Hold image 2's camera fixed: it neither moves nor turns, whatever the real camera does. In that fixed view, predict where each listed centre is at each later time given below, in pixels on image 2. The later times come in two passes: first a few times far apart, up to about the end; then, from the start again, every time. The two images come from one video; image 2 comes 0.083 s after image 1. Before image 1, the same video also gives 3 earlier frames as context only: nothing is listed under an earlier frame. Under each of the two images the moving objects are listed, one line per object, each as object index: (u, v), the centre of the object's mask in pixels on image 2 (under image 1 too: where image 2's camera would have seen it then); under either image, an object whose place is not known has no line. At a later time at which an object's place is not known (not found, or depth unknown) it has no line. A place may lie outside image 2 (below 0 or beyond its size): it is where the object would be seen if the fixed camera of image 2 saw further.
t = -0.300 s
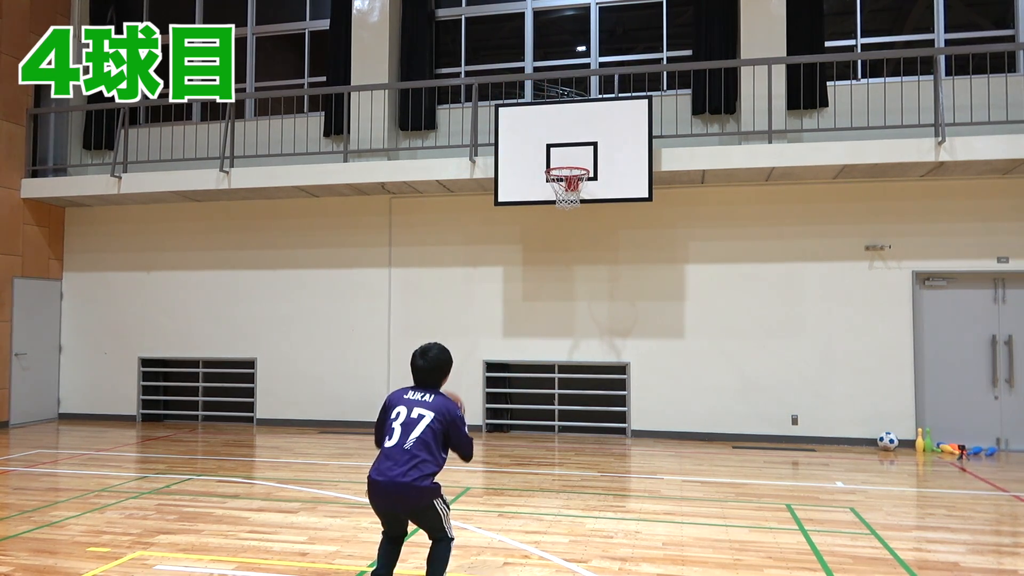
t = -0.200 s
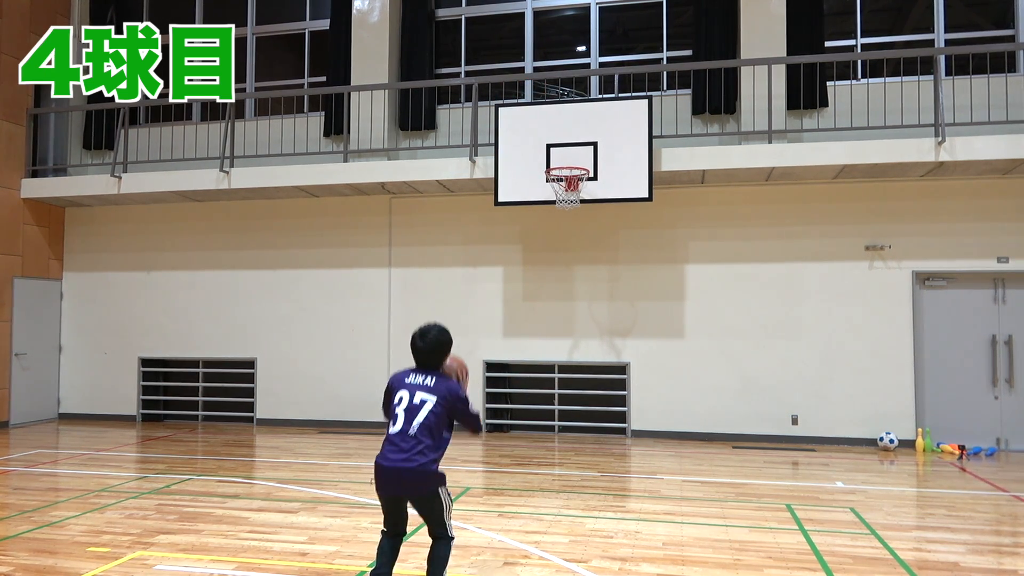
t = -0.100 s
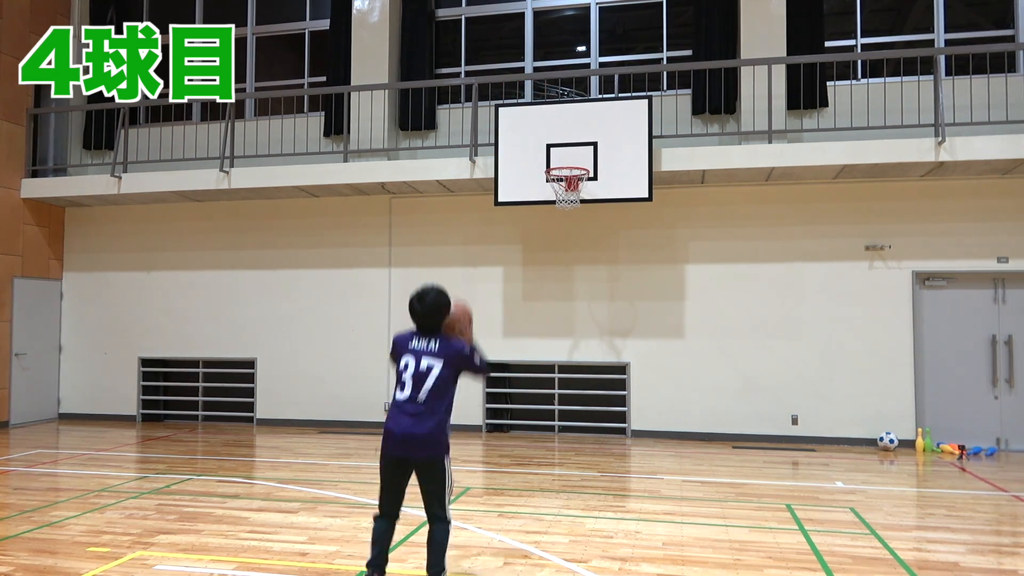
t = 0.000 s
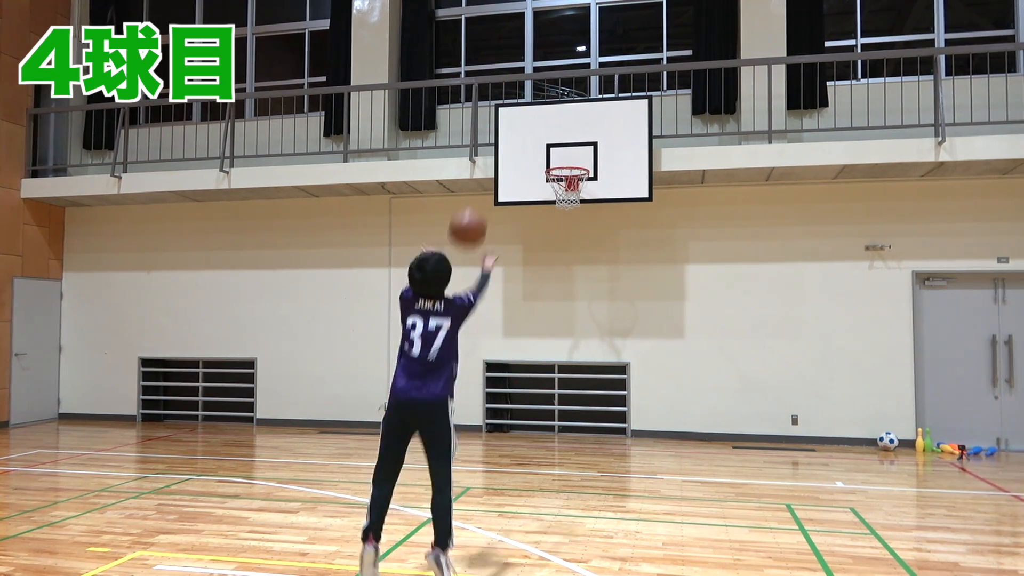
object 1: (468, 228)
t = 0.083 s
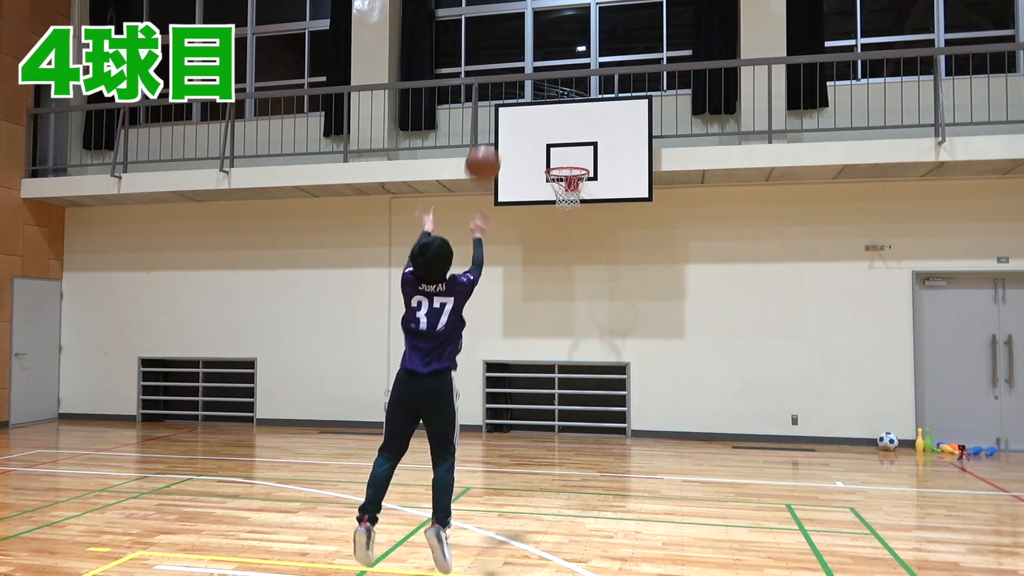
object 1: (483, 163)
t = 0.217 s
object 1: (503, 96)
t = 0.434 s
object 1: (528, 52)
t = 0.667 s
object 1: (549, 68)
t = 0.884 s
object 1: (564, 125)
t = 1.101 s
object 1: (560, 158)
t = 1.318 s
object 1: (570, 123)
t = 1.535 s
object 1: (579, 130)
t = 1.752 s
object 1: (584, 150)
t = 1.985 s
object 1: (575, 141)
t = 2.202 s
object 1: (569, 158)
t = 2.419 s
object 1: (564, 193)
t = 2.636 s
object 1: (559, 279)
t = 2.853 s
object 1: (554, 424)
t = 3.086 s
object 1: (548, 379)
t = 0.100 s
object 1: (485, 153)
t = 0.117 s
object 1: (489, 144)
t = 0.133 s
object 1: (491, 135)
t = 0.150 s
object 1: (494, 126)
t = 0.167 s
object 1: (496, 117)
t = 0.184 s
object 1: (498, 109)
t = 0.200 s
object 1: (501, 102)
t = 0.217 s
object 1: (503, 96)
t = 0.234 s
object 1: (505, 90)
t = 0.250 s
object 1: (507, 85)
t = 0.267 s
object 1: (510, 81)
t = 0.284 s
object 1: (512, 75)
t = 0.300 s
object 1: (514, 71)
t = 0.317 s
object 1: (516, 67)
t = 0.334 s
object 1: (518, 64)
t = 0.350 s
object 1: (520, 61)
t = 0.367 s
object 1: (521, 58)
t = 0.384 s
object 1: (523, 56)
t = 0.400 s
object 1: (525, 55)
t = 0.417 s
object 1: (527, 53)
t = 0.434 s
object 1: (528, 52)
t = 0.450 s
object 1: (530, 51)
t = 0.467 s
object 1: (532, 51)
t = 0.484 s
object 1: (533, 51)
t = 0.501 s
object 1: (535, 51)
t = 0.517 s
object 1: (537, 52)
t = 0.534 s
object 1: (538, 52)
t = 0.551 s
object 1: (539, 53)
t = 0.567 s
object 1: (541, 55)
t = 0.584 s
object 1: (542, 57)
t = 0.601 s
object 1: (544, 58)
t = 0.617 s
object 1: (545, 60)
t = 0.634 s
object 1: (546, 62)
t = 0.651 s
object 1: (548, 65)
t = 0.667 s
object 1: (549, 68)
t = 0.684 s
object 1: (550, 72)
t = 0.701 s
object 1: (551, 75)
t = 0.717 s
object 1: (552, 78)
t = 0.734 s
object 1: (553, 82)
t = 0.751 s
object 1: (555, 87)
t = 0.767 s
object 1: (556, 90)
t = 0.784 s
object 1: (557, 94)
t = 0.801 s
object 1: (558, 99)
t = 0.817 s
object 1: (559, 104)
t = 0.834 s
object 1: (561, 109)
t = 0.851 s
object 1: (562, 114)
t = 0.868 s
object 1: (563, 119)
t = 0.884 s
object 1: (564, 125)
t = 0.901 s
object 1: (565, 130)
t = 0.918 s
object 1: (566, 136)
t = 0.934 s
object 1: (567, 142)
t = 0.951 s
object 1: (568, 148)
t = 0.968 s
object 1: (569, 154)
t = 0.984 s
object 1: (570, 159)
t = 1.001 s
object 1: (570, 167)
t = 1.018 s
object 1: (570, 169)
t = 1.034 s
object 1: (567, 168)
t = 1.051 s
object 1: (565, 165)
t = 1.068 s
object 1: (562, 163)
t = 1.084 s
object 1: (560, 161)
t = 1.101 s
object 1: (560, 158)
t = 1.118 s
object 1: (561, 154)
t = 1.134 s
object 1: (562, 150)
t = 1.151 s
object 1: (562, 147)
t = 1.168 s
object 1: (563, 143)
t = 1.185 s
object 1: (564, 140)
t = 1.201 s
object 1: (565, 137)
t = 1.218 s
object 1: (565, 135)
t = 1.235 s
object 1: (566, 132)
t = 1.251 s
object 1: (567, 130)
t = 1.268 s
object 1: (568, 128)
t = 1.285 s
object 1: (568, 126)
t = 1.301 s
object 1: (569, 125)
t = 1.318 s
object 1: (570, 123)
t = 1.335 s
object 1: (570, 122)
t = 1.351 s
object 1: (571, 121)
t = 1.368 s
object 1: (572, 121)
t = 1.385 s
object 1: (573, 121)
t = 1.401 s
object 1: (573, 121)
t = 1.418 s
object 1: (574, 121)
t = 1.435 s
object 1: (575, 121)
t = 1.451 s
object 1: (575, 122)
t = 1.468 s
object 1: (576, 123)
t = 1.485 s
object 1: (577, 124)
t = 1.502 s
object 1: (578, 126)
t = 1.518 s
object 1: (578, 127)
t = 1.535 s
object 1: (579, 130)
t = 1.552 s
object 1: (580, 132)
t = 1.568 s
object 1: (581, 134)
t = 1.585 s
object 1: (581, 137)
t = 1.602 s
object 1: (582, 140)
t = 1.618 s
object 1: (582, 143)
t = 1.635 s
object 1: (583, 146)
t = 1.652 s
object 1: (584, 150)
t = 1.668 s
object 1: (585, 154)
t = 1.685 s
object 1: (585, 158)
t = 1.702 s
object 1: (585, 158)
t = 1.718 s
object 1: (585, 155)
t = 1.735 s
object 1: (584, 152)
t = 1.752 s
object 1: (584, 150)
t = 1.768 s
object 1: (583, 148)
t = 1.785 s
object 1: (582, 146)
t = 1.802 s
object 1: (582, 144)
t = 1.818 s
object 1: (581, 142)
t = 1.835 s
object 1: (581, 141)
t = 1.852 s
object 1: (580, 140)
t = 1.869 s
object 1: (580, 139)
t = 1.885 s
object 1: (579, 139)
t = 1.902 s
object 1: (578, 138)
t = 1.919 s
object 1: (578, 138)
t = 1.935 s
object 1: (577, 138)
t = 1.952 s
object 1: (577, 139)
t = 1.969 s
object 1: (576, 140)
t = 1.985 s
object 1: (575, 141)
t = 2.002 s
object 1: (575, 142)
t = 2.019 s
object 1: (574, 143)
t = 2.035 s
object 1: (574, 145)
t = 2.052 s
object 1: (573, 147)
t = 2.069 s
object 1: (572, 149)
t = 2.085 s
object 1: (572, 152)
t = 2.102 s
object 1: (571, 154)
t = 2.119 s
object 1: (571, 157)
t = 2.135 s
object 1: (570, 157)
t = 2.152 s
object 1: (570, 157)
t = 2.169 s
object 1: (570, 157)
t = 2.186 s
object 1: (569, 158)
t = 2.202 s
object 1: (569, 158)
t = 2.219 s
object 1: (568, 159)
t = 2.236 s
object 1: (568, 161)
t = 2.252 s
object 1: (568, 162)
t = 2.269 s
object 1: (567, 164)
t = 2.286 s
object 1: (567, 166)
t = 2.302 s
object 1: (566, 168)
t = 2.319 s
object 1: (567, 171)
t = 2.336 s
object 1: (566, 174)
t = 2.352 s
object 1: (566, 177)
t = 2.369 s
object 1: (565, 180)
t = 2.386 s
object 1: (565, 185)
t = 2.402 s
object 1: (565, 188)
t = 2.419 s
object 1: (564, 193)
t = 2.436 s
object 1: (564, 197)
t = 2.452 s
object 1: (563, 203)
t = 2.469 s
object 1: (563, 208)
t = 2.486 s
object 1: (562, 214)
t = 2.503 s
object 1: (562, 219)
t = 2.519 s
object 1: (562, 226)
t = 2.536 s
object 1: (561, 232)
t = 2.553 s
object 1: (561, 239)
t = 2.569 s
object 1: (561, 246)
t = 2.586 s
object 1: (560, 254)
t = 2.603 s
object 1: (560, 261)
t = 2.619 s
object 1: (559, 270)
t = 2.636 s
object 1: (559, 279)
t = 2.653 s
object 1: (559, 287)
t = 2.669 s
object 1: (558, 297)
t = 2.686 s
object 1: (558, 306)
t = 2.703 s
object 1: (557, 317)
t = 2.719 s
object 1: (557, 327)
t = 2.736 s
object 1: (557, 337)
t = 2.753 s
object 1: (556, 348)
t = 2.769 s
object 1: (556, 361)
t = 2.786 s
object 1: (555, 373)
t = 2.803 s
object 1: (555, 384)
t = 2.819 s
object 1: (554, 397)
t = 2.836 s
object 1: (554, 410)
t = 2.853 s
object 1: (554, 424)
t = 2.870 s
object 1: (553, 438)
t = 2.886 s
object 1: (553, 451)
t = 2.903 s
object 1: (552, 466)
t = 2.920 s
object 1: (552, 467)
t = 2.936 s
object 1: (552, 457)
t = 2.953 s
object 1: (552, 447)
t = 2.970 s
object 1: (551, 437)
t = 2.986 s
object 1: (550, 428)
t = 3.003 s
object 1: (550, 420)
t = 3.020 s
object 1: (549, 410)
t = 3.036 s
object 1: (549, 404)
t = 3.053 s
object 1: (549, 394)
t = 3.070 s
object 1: (549, 388)
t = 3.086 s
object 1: (548, 379)
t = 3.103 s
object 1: (547, 374)
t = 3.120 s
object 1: (547, 366)
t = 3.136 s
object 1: (547, 360)
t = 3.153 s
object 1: (546, 354)
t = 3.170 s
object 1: (545, 346)
